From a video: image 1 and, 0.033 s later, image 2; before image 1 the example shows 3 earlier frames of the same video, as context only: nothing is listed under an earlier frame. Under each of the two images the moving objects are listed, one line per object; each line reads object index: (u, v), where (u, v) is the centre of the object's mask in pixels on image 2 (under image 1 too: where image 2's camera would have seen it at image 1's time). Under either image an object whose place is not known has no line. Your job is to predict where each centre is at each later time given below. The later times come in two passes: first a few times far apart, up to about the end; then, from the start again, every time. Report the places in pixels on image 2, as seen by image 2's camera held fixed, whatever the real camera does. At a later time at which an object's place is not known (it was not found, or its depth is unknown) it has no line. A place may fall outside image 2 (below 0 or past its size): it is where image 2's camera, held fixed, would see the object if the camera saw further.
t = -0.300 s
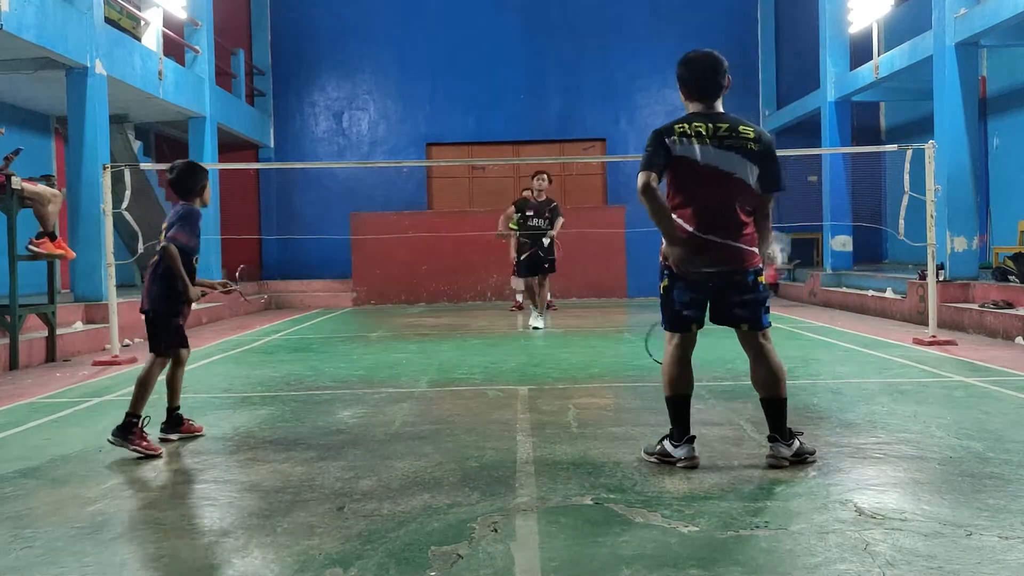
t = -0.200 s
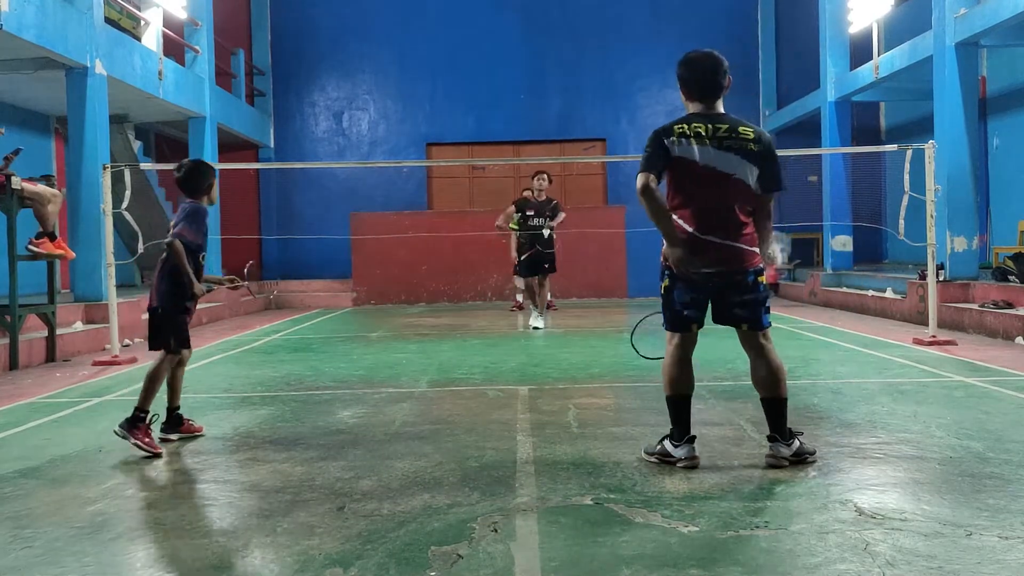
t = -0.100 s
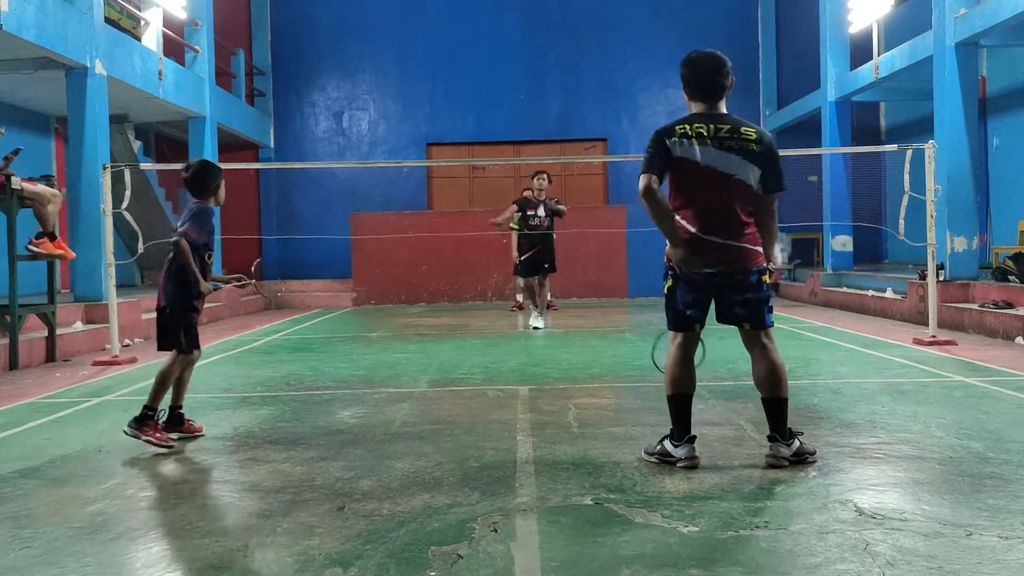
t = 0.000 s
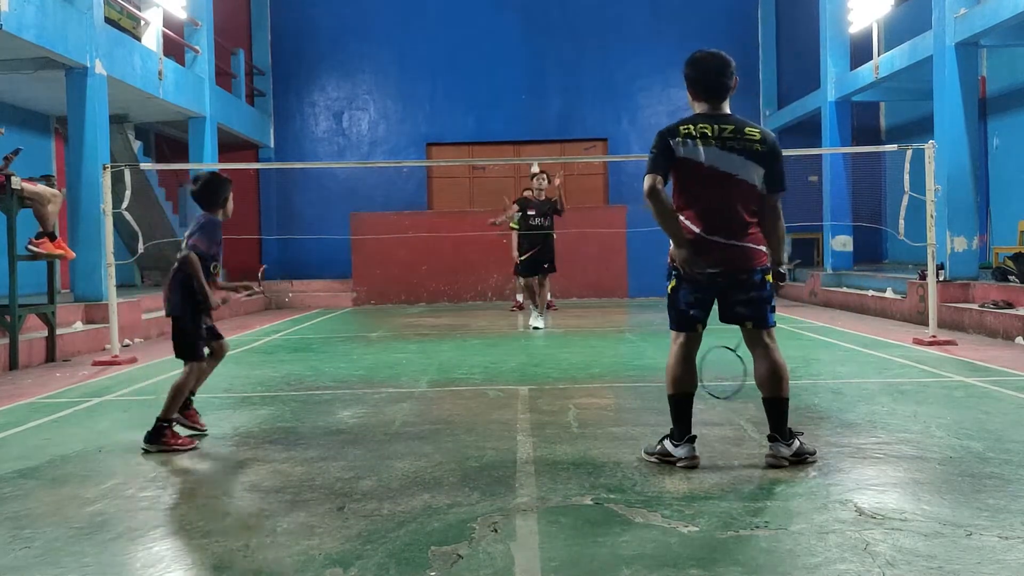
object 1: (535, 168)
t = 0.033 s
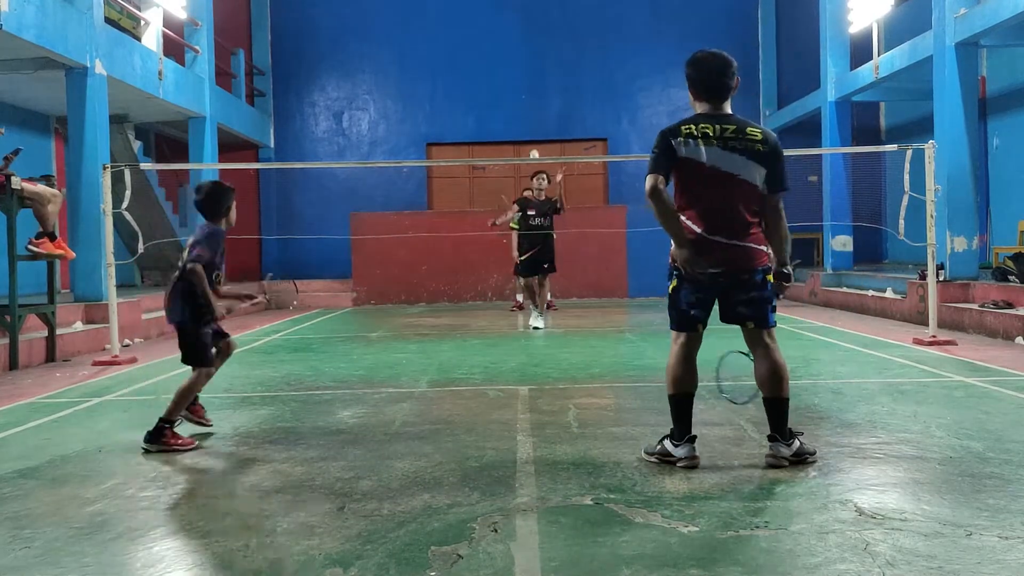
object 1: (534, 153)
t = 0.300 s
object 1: (516, 125)
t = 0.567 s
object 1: (503, 189)
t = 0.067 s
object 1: (531, 144)
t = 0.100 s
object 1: (529, 137)
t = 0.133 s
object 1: (526, 133)
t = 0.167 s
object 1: (523, 130)
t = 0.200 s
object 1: (521, 127)
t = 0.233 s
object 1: (519, 125)
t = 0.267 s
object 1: (517, 124)
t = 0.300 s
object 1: (516, 125)
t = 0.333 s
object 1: (514, 126)
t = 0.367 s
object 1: (512, 130)
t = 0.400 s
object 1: (511, 135)
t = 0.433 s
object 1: (509, 142)
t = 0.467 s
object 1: (507, 151)
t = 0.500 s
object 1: (506, 162)
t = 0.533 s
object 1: (504, 175)
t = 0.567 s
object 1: (503, 189)
